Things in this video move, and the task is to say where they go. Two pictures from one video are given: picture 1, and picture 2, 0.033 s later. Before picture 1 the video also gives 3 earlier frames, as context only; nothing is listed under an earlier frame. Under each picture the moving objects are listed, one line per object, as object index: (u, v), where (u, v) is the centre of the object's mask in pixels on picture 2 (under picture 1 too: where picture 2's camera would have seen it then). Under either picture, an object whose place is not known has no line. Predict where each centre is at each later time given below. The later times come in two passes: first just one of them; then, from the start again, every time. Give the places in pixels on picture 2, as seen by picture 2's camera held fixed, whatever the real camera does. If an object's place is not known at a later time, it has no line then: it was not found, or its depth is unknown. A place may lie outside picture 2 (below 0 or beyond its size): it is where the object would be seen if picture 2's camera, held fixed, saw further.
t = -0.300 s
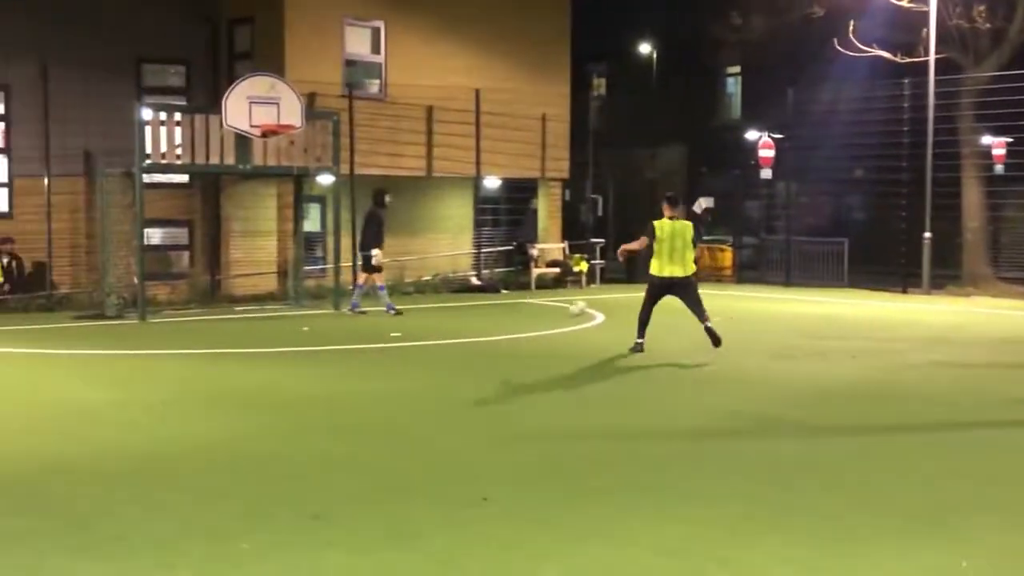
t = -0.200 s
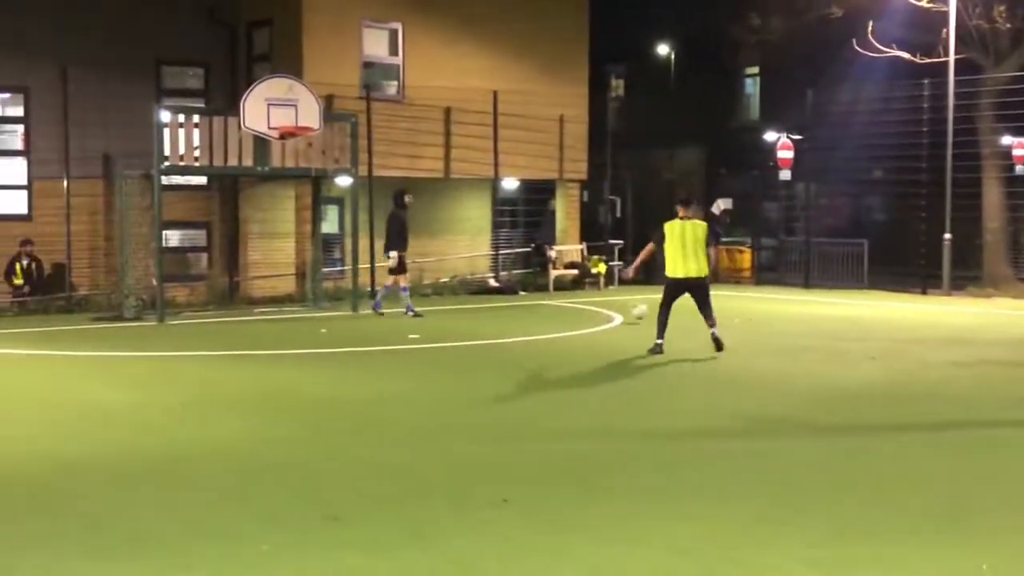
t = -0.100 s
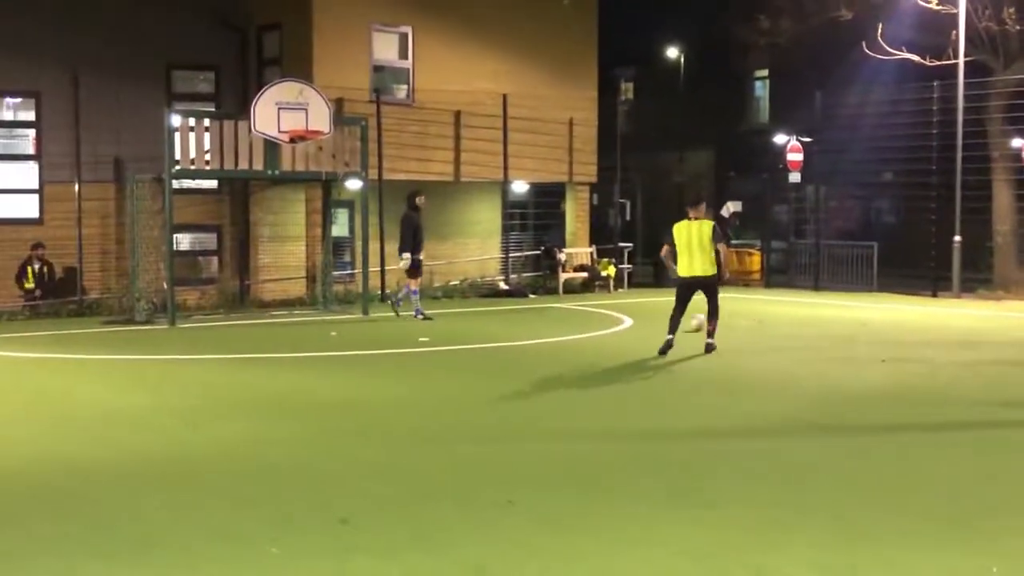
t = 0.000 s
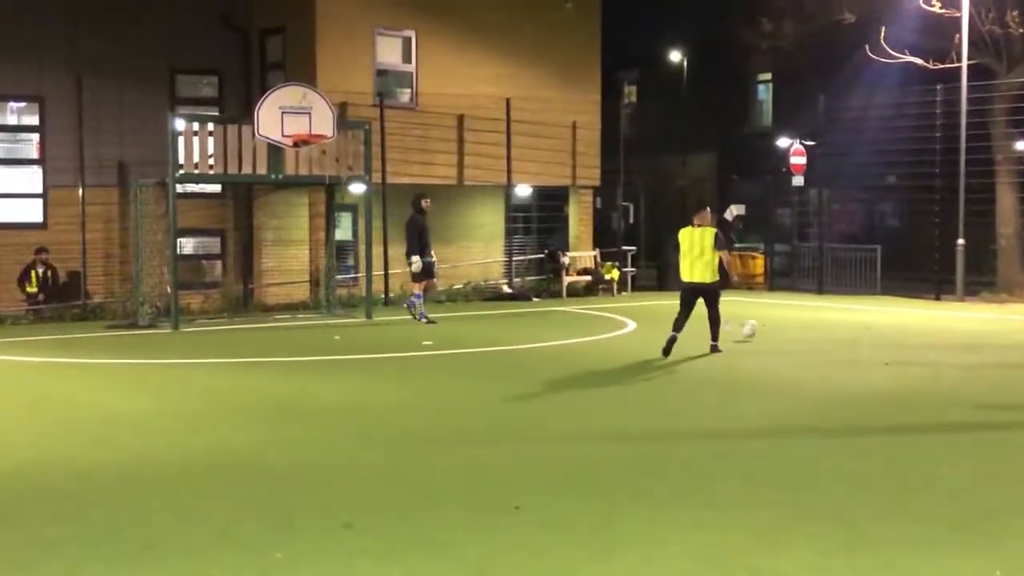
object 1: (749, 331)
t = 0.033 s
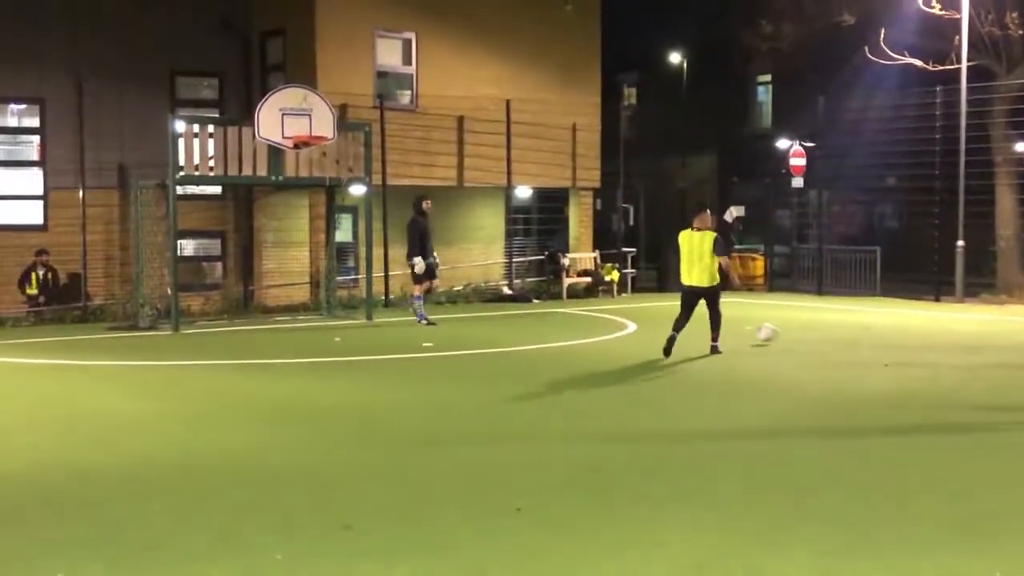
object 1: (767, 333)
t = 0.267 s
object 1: (894, 352)
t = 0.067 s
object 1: (784, 337)
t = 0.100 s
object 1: (800, 340)
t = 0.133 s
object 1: (818, 340)
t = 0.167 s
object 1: (837, 341)
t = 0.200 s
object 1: (856, 343)
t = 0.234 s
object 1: (875, 349)
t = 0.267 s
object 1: (894, 352)
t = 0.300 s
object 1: (914, 353)
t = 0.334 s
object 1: (935, 355)
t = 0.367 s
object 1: (955, 356)
